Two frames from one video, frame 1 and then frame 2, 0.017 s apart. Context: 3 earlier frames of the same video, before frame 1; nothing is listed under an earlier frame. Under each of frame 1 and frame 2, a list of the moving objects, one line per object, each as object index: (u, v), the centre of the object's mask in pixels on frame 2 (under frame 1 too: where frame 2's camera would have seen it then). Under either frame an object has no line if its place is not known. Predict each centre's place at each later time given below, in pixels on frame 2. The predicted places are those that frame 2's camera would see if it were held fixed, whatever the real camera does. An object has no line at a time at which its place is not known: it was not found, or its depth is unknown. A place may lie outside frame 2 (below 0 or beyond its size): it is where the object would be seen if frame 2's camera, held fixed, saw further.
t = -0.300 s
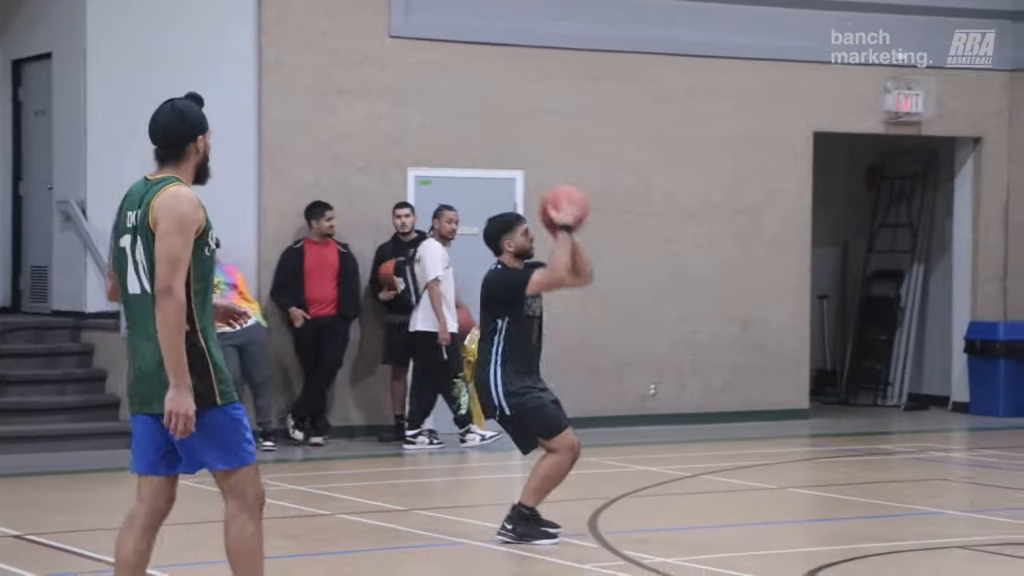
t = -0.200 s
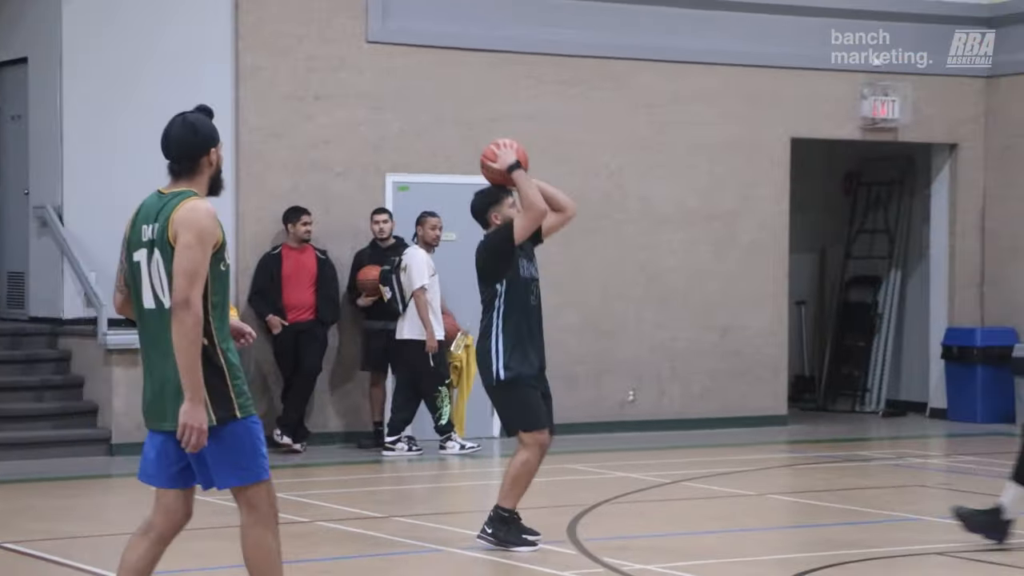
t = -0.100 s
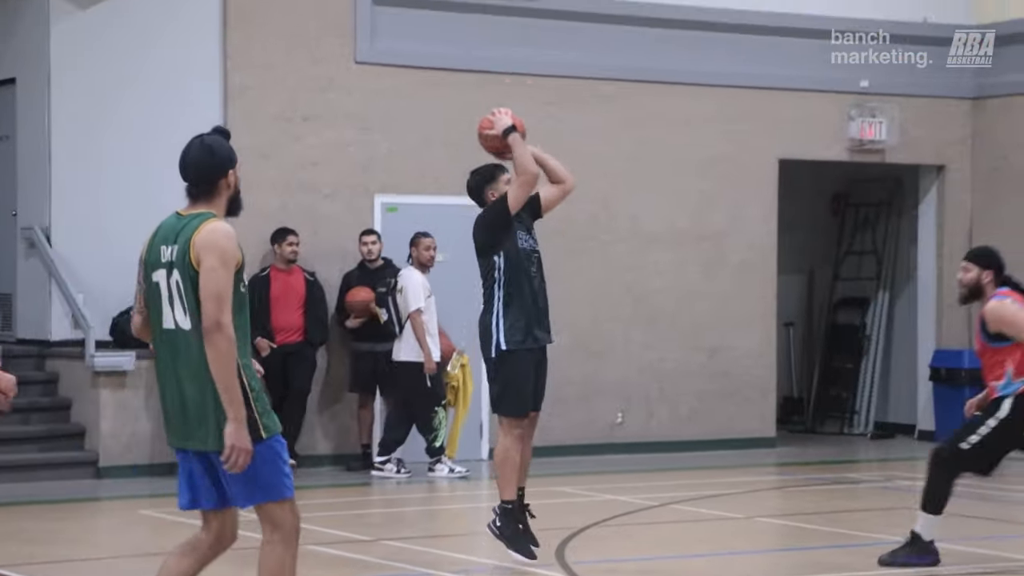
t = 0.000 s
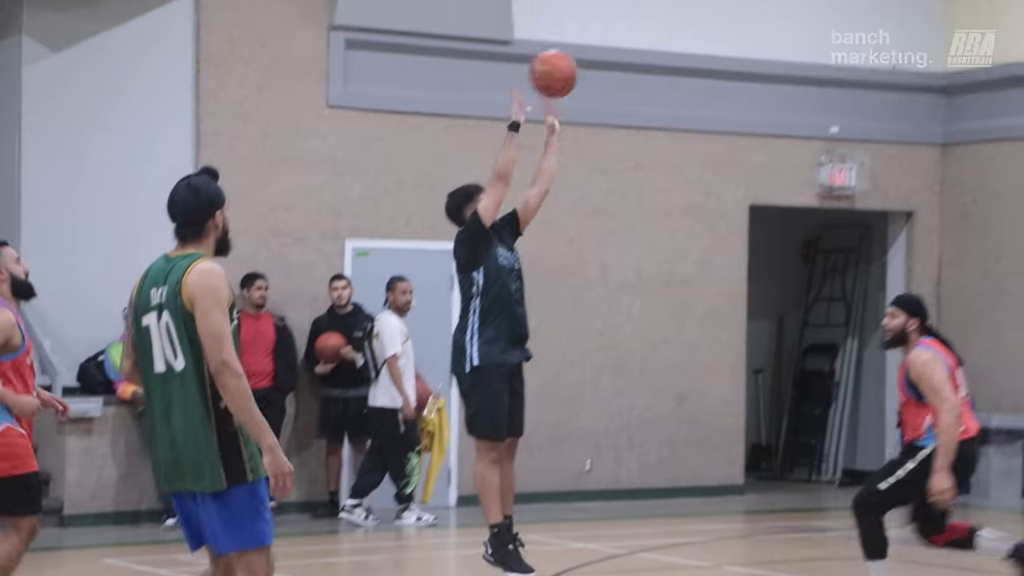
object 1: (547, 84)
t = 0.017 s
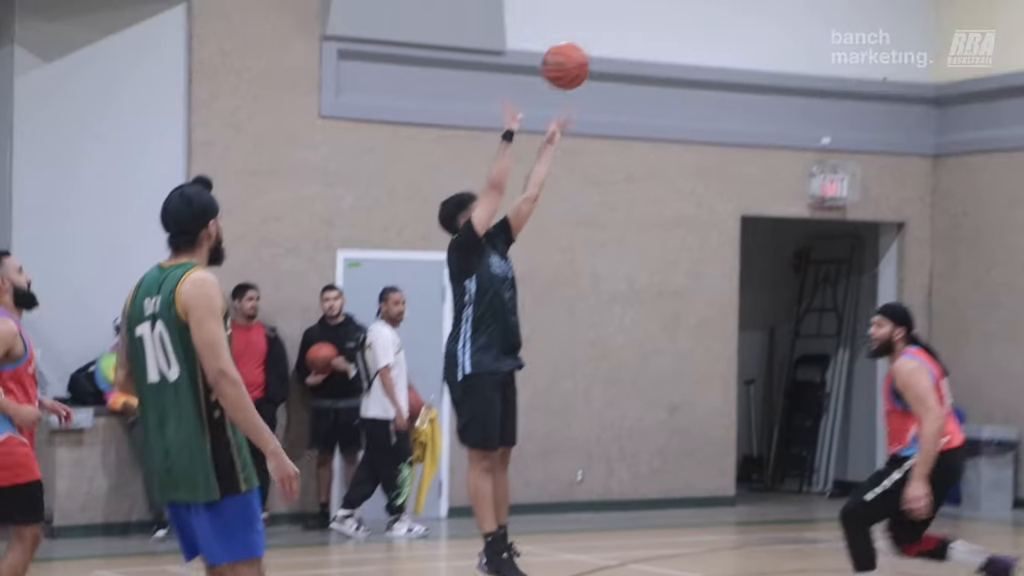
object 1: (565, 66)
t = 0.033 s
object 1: (585, 47)
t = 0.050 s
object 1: (603, 29)
